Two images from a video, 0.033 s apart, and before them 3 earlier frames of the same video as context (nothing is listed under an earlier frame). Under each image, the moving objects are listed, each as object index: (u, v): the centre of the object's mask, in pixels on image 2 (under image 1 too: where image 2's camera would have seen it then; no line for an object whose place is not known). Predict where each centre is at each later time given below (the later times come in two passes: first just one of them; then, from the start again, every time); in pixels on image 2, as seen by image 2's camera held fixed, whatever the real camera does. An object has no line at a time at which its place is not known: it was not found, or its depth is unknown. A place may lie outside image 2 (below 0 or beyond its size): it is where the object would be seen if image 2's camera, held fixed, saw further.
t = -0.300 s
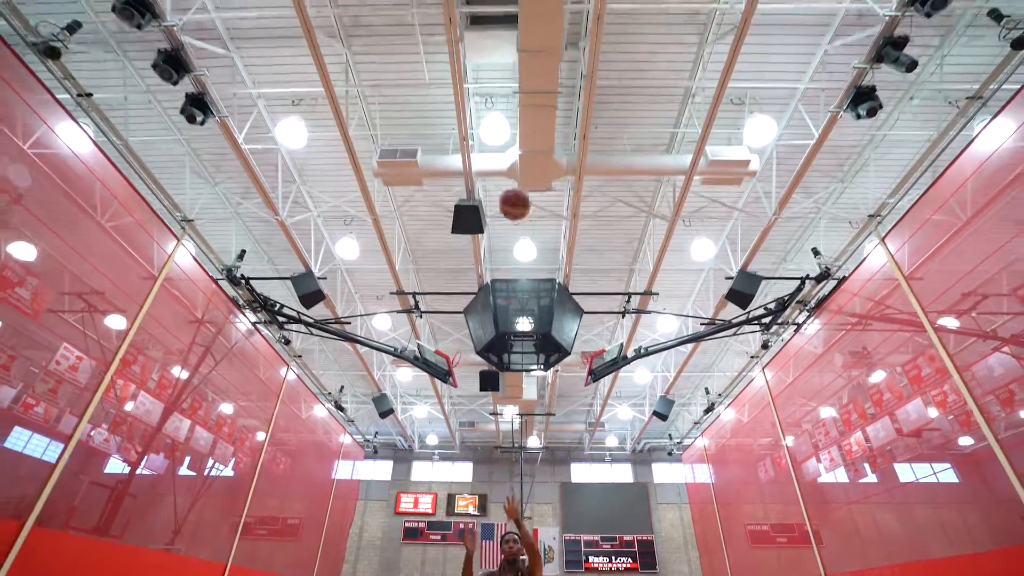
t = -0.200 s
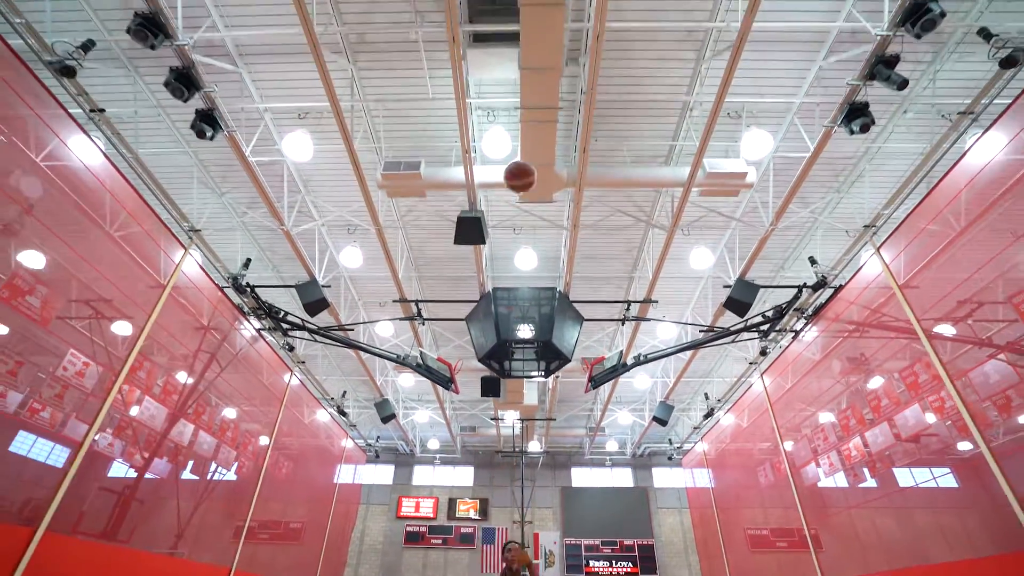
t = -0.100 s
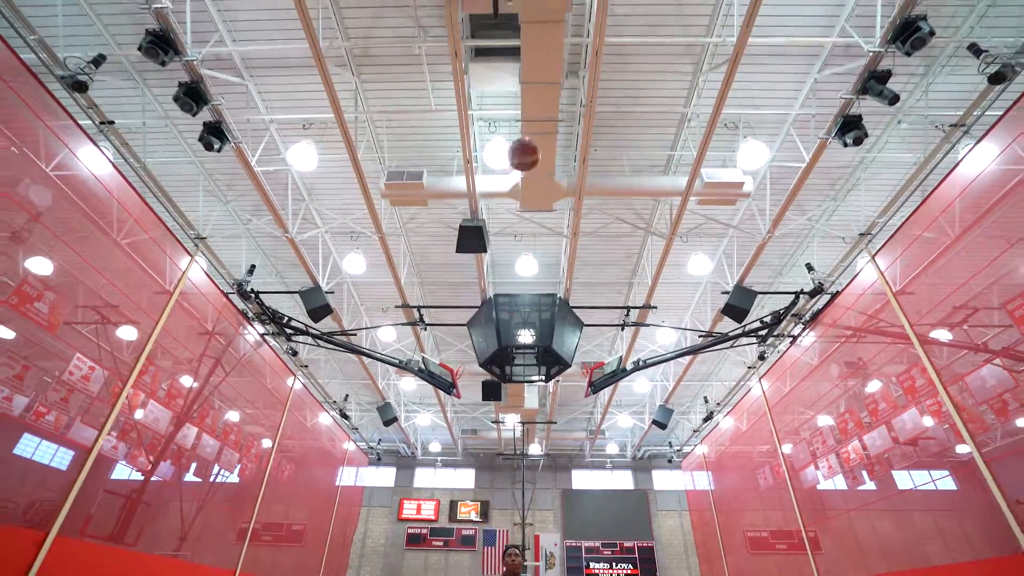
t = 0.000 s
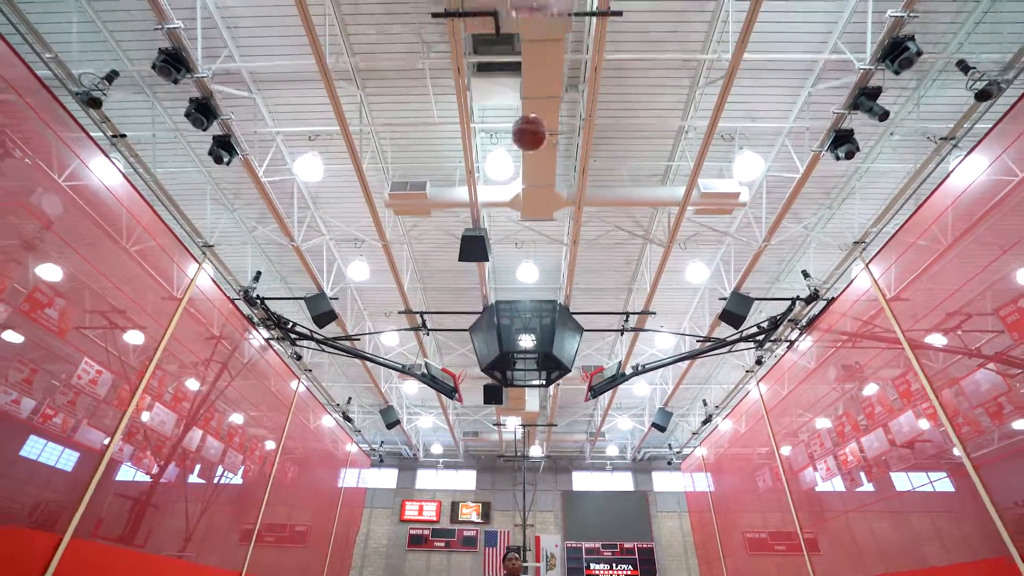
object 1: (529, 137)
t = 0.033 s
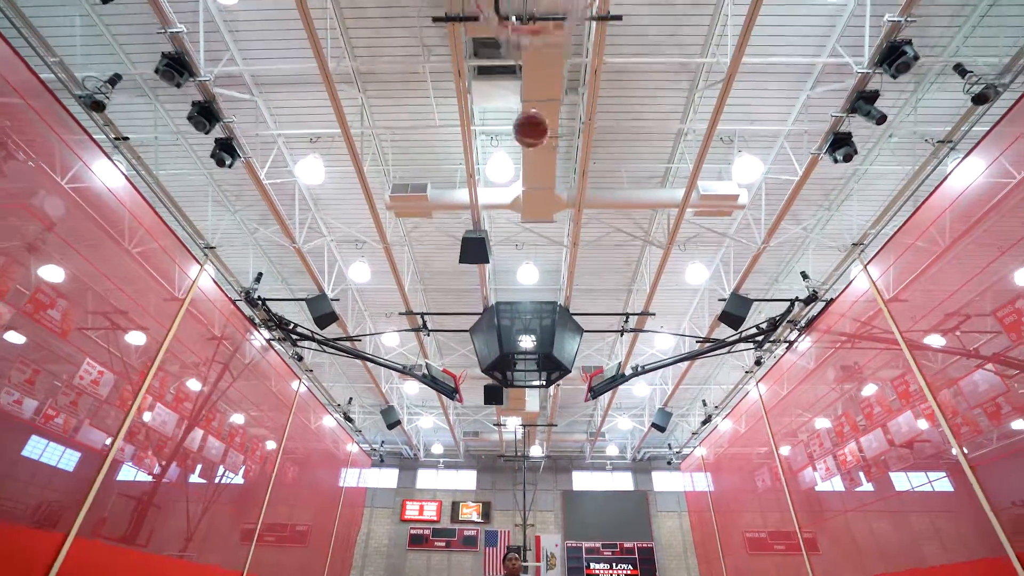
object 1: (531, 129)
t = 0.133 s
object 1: (537, 112)
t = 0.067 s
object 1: (532, 120)
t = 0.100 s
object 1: (533, 112)
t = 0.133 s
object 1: (537, 112)
